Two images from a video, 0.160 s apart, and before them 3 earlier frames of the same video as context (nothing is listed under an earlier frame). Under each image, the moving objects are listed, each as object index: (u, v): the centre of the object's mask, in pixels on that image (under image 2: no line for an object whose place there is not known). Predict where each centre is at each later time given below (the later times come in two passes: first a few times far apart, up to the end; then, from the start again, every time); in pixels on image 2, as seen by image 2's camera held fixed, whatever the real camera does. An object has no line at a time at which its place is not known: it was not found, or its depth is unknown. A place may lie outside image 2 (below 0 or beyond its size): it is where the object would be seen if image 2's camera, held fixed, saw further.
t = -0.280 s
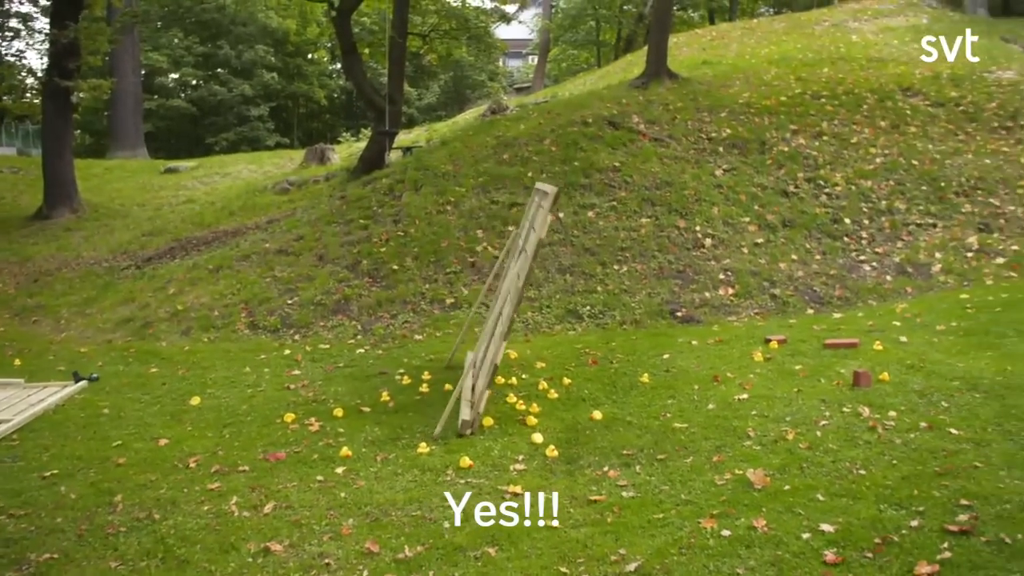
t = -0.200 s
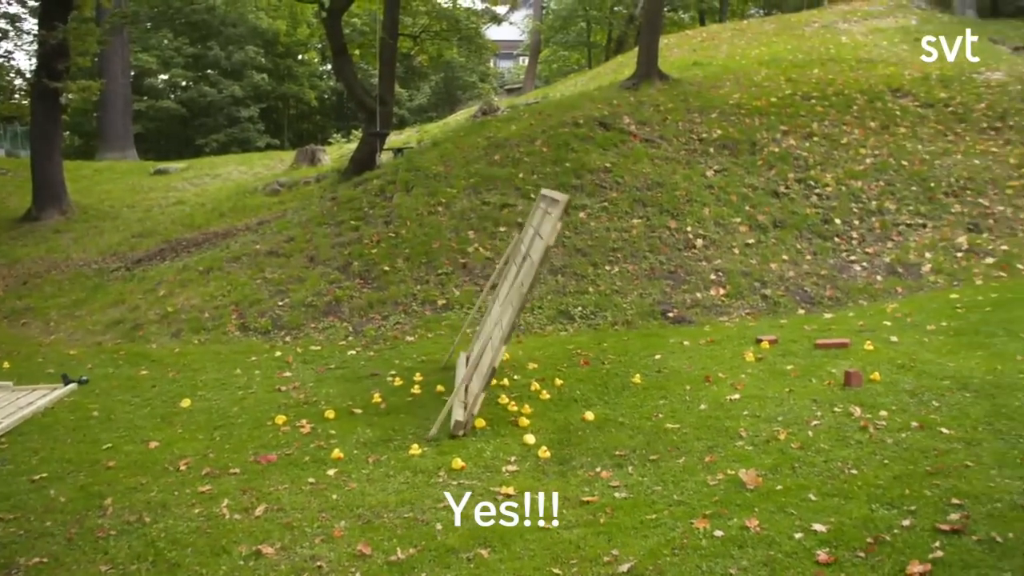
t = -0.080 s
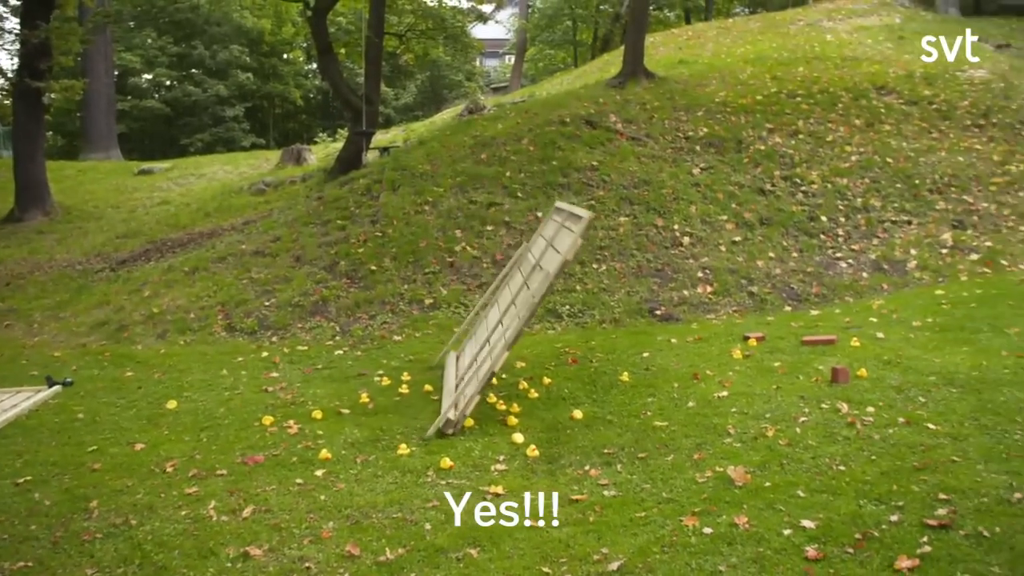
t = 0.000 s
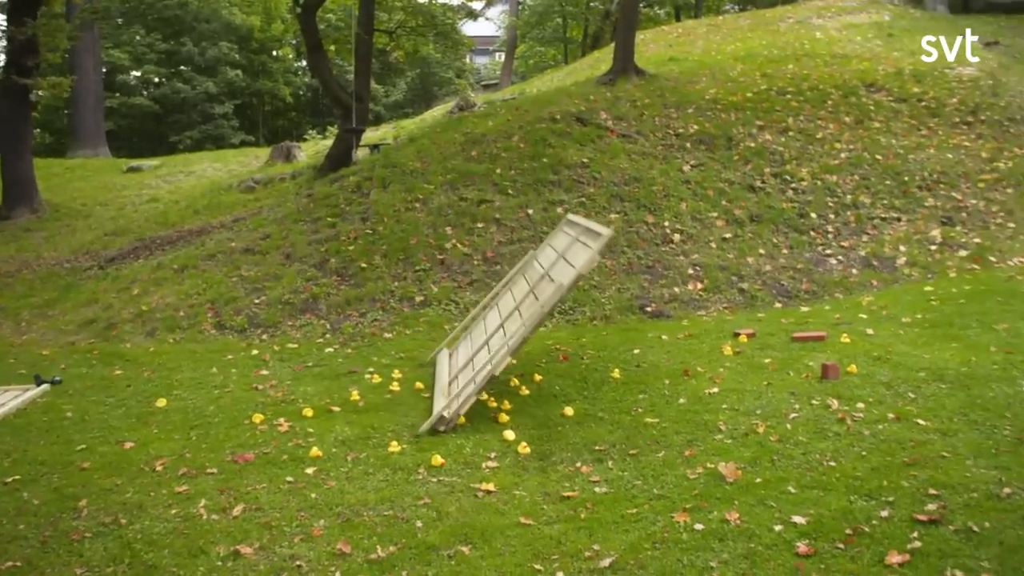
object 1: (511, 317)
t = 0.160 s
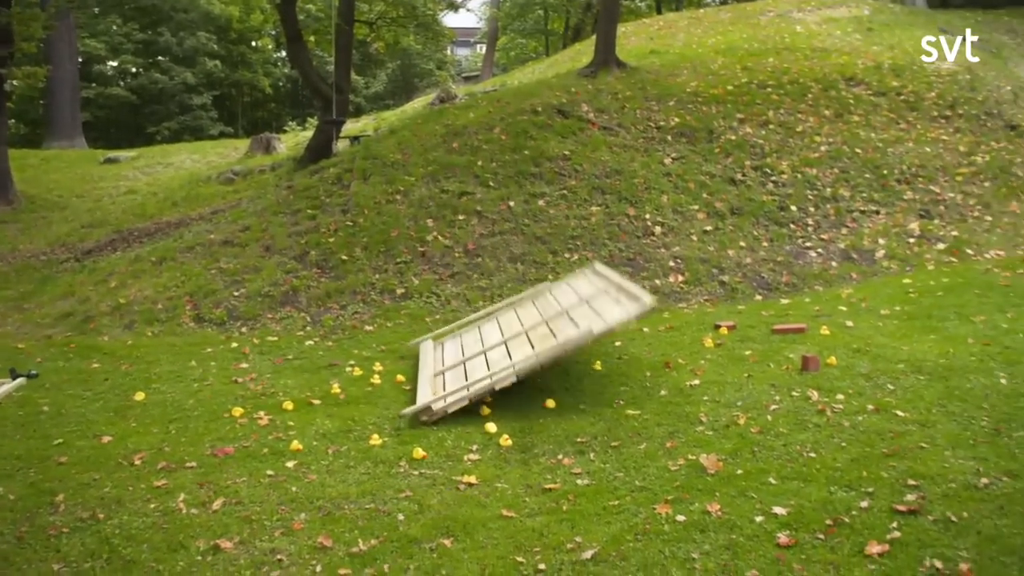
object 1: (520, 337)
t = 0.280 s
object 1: (537, 372)
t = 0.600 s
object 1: (535, 370)
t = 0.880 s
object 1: (534, 371)
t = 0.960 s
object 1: (534, 371)
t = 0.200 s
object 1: (528, 347)
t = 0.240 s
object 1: (534, 360)
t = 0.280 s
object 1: (537, 372)
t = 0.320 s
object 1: (537, 369)
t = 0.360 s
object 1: (536, 368)
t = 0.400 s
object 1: (537, 368)
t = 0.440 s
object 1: (537, 369)
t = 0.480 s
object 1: (535, 370)
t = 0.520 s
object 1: (537, 371)
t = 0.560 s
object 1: (536, 371)
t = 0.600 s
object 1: (535, 370)
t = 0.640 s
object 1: (536, 370)
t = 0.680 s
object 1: (535, 371)
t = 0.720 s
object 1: (535, 370)
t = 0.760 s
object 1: (535, 371)
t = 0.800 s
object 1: (534, 371)
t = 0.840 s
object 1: (534, 371)
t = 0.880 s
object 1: (534, 371)
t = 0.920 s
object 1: (534, 371)
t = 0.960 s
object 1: (534, 371)
